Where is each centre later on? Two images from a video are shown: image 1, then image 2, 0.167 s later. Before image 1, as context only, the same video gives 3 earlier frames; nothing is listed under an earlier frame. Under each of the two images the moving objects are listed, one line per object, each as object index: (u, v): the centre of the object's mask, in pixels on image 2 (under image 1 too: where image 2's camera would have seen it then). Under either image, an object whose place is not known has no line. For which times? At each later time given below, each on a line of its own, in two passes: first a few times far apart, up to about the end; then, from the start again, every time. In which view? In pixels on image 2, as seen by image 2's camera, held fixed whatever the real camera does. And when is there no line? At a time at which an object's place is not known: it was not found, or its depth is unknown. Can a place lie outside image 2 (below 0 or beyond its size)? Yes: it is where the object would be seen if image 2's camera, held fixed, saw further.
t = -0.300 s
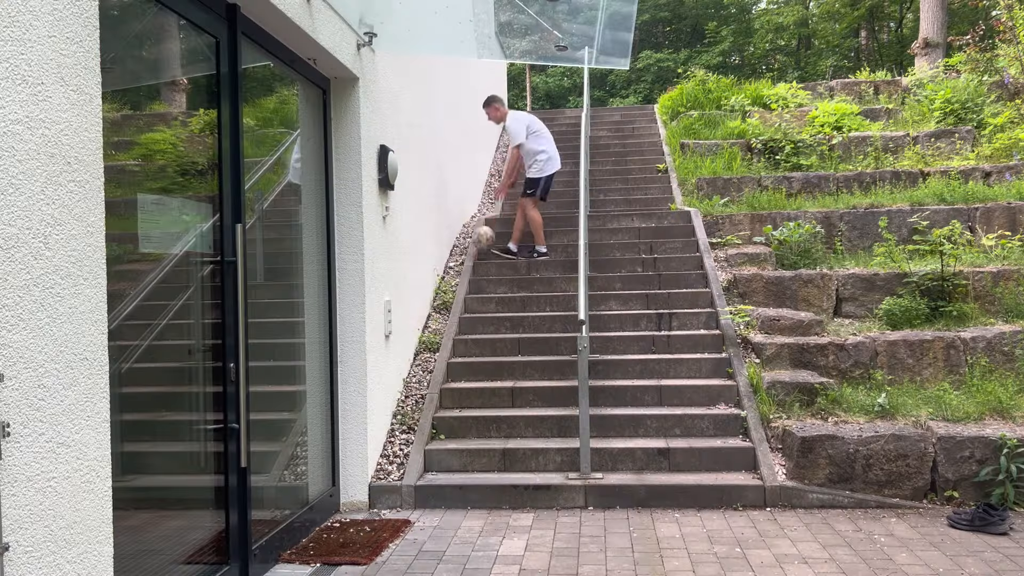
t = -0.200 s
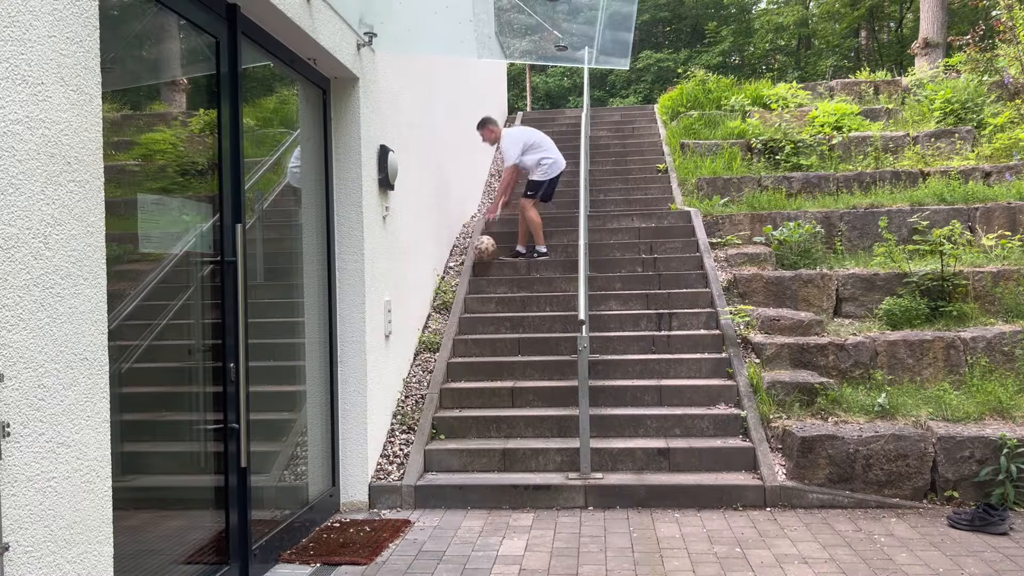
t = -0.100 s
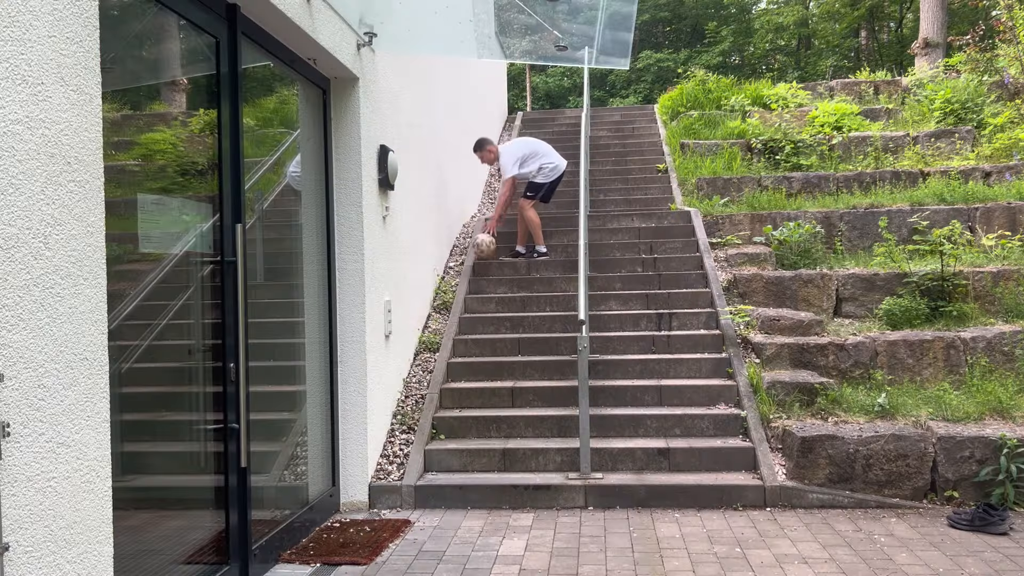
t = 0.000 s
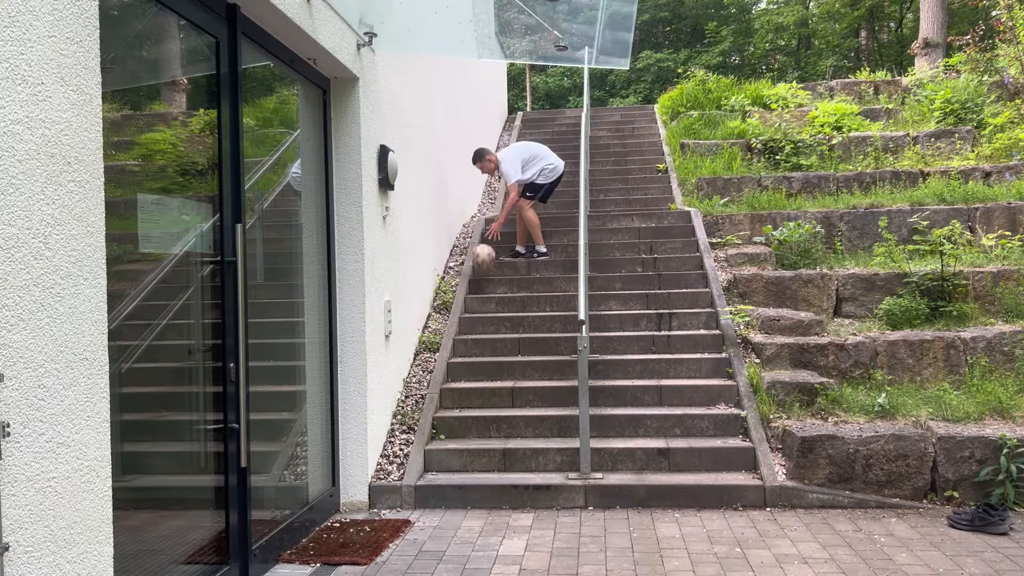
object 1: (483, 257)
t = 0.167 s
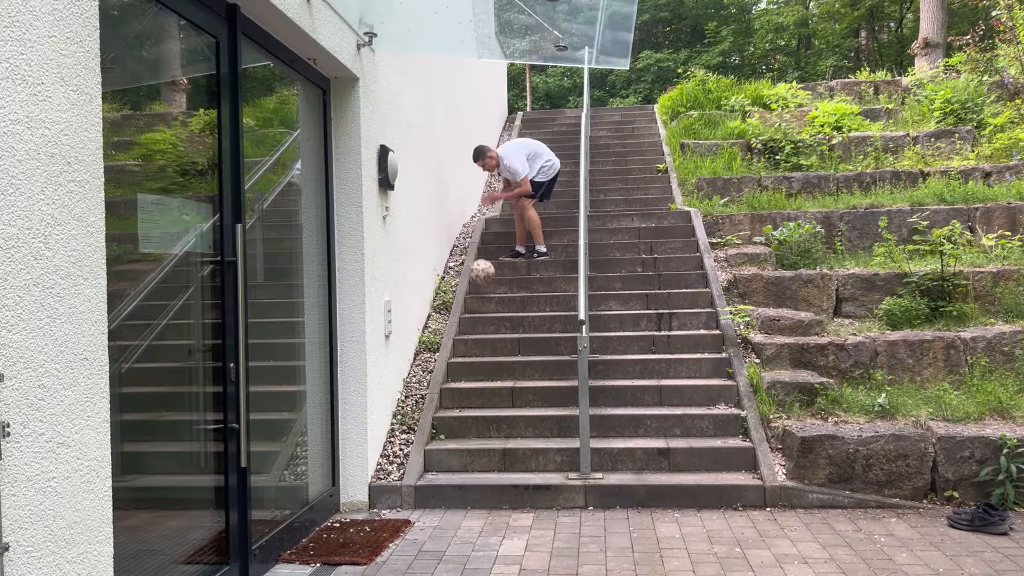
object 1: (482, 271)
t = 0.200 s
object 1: (481, 266)
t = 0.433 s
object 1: (480, 261)
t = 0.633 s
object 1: (480, 310)
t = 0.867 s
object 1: (474, 287)
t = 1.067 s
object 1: (472, 297)
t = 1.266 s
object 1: (467, 369)
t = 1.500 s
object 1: (455, 424)
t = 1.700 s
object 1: (440, 458)
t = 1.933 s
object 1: (417, 520)
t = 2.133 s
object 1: (393, 537)
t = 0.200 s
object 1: (481, 266)
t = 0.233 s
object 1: (481, 262)
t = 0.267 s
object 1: (481, 259)
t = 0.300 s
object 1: (480, 257)
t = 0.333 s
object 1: (480, 256)
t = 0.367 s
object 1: (480, 257)
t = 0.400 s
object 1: (480, 259)
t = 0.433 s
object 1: (480, 261)
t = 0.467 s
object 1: (480, 265)
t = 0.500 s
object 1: (480, 271)
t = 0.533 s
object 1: (480, 280)
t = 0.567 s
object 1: (480, 287)
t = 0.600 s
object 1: (479, 299)
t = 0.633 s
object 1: (480, 310)
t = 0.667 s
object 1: (480, 323)
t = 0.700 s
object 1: (479, 314)
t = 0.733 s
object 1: (478, 308)
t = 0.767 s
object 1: (477, 300)
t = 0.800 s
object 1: (477, 294)
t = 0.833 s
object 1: (475, 290)
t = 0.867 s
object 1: (474, 287)
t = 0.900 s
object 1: (474, 286)
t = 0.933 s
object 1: (473, 285)
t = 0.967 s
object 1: (473, 286)
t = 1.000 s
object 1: (472, 288)
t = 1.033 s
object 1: (471, 292)
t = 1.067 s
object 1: (472, 297)
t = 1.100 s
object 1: (471, 306)
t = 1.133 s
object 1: (470, 316)
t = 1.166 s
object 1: (470, 326)
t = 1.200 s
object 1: (468, 338)
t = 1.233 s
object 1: (467, 353)
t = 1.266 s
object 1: (467, 369)
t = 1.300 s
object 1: (467, 387)
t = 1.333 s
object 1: (466, 408)
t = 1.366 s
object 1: (464, 418)
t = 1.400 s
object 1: (462, 430)
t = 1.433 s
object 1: (460, 428)
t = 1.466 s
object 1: (458, 425)
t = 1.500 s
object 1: (455, 424)
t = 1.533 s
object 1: (453, 424)
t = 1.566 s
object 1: (451, 427)
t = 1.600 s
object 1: (448, 431)
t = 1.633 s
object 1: (446, 436)
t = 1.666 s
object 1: (443, 445)
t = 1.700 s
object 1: (440, 458)
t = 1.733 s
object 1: (438, 472)
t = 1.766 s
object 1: (435, 490)
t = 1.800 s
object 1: (431, 508)
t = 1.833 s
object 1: (427, 534)
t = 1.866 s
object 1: (424, 533)
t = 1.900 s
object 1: (420, 526)
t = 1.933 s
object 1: (417, 520)
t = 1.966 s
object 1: (413, 516)
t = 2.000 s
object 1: (409, 515)
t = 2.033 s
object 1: (406, 516)
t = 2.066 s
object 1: (402, 520)
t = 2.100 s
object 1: (399, 527)
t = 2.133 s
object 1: (393, 537)
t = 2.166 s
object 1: (389, 549)
